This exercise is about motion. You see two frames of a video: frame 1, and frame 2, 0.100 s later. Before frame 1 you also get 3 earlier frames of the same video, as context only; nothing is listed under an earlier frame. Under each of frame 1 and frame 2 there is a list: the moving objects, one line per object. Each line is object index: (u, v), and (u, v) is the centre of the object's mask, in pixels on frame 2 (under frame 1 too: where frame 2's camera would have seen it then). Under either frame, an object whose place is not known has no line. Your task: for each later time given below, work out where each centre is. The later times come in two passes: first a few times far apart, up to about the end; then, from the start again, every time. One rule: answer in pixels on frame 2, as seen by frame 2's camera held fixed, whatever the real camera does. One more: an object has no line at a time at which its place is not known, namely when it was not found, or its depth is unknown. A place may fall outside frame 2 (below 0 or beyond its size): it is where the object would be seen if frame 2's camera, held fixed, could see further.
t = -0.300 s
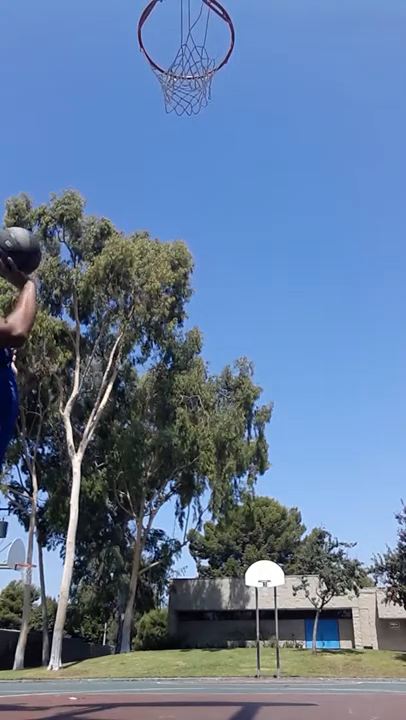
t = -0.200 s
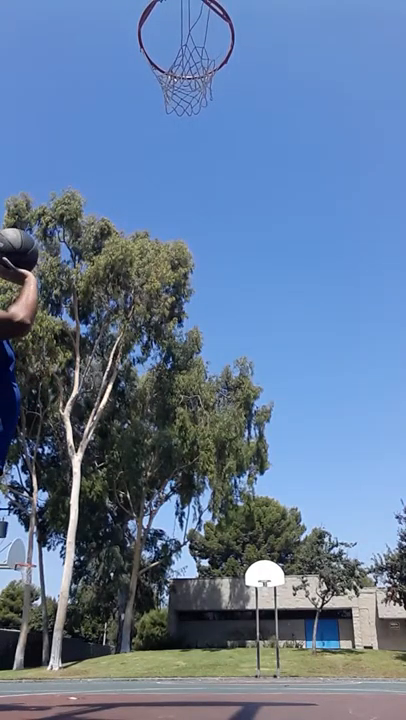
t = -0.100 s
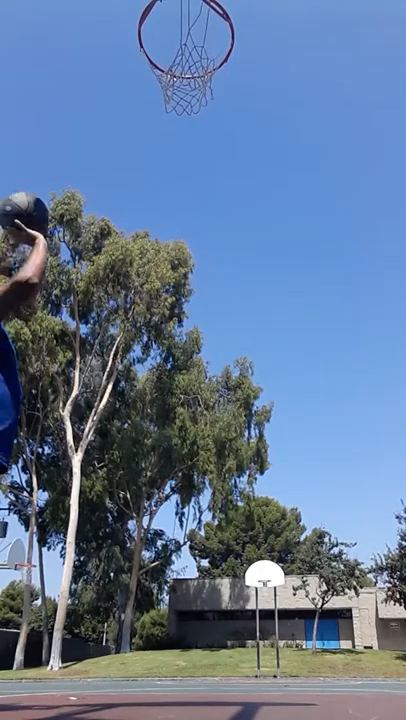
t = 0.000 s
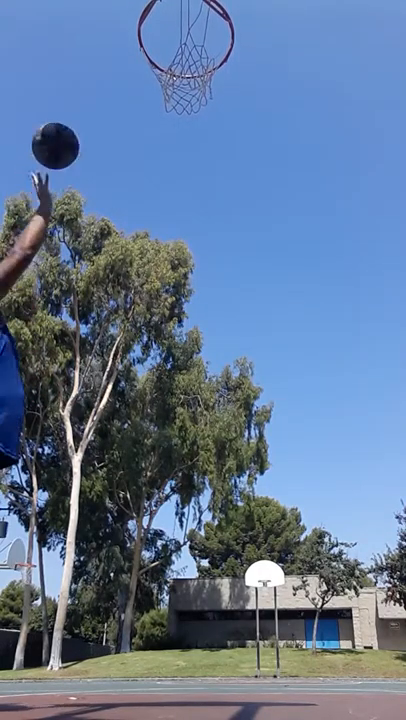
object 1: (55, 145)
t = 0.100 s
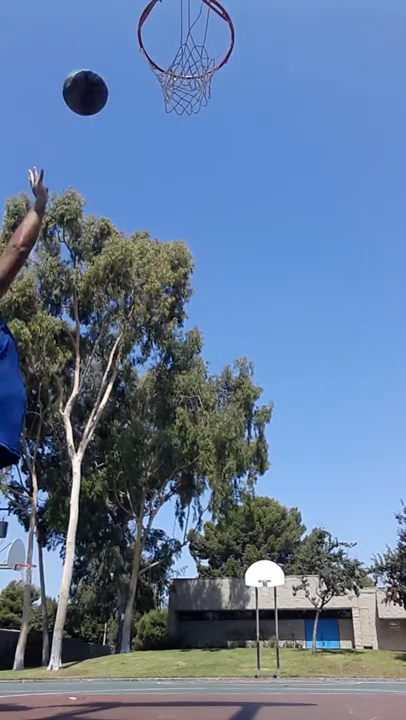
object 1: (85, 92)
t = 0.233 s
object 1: (119, 45)
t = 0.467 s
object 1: (173, 20)
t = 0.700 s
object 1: (196, 55)
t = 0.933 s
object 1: (153, 159)
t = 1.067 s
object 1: (121, 273)
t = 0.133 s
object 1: (94, 77)
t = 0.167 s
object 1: (103, 65)
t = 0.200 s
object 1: (112, 54)
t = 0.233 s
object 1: (119, 45)
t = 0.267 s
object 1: (127, 37)
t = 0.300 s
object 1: (135, 31)
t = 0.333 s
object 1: (143, 25)
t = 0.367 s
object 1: (151, 22)
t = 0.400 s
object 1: (159, 21)
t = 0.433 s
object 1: (166, 20)
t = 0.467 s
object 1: (173, 20)
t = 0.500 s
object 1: (181, 21)
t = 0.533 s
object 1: (189, 23)
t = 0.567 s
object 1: (197, 27)
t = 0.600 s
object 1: (204, 33)
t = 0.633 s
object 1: (208, 39)
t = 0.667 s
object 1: (202, 46)
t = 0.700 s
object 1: (196, 55)
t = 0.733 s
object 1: (190, 65)
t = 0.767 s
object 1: (184, 77)
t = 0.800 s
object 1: (178, 89)
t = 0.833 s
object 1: (173, 103)
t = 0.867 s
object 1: (167, 119)
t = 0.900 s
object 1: (160, 138)
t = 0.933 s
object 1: (153, 159)
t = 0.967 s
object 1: (147, 181)
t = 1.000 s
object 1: (139, 208)
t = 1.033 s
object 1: (131, 239)
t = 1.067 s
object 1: (121, 273)
